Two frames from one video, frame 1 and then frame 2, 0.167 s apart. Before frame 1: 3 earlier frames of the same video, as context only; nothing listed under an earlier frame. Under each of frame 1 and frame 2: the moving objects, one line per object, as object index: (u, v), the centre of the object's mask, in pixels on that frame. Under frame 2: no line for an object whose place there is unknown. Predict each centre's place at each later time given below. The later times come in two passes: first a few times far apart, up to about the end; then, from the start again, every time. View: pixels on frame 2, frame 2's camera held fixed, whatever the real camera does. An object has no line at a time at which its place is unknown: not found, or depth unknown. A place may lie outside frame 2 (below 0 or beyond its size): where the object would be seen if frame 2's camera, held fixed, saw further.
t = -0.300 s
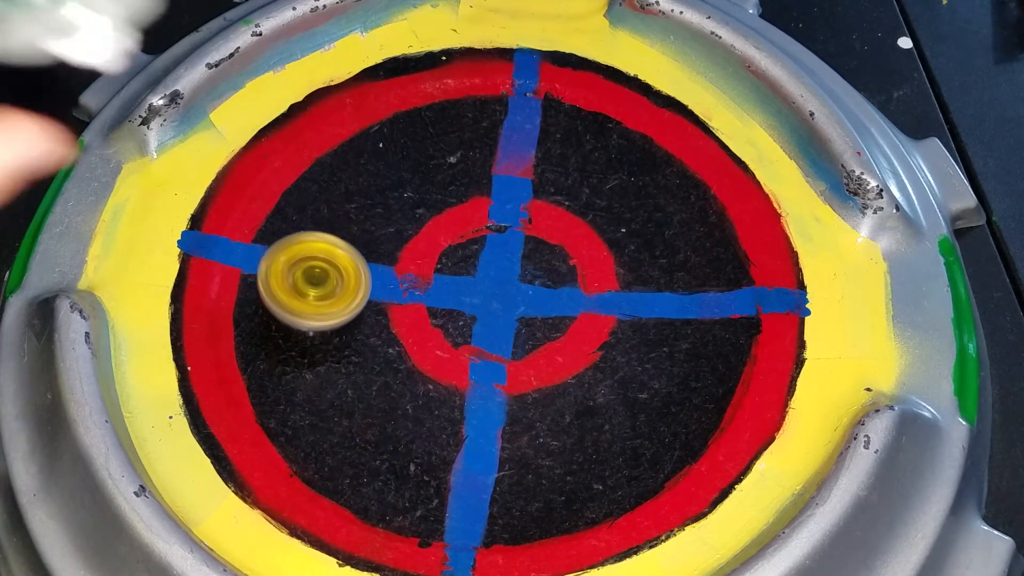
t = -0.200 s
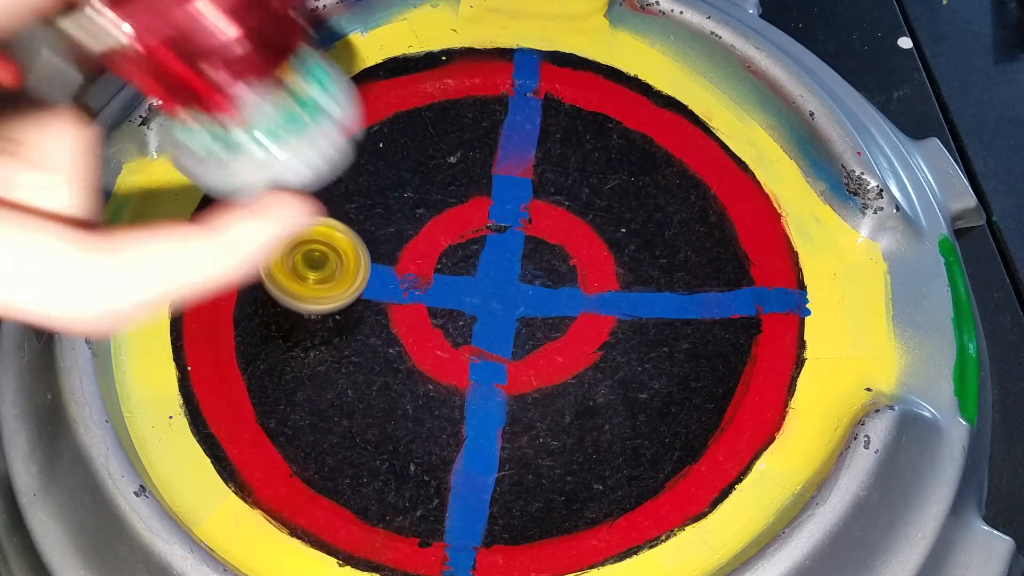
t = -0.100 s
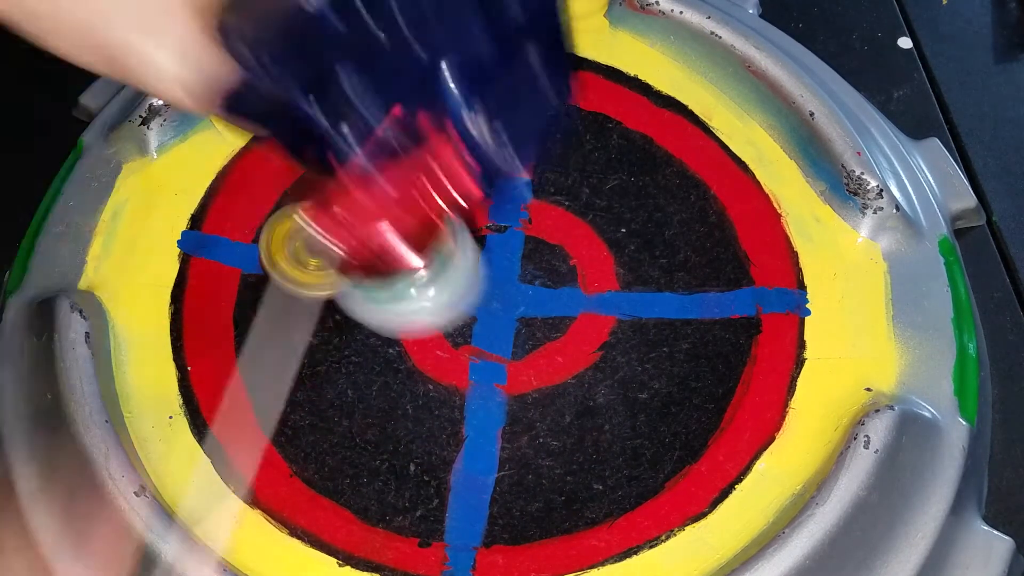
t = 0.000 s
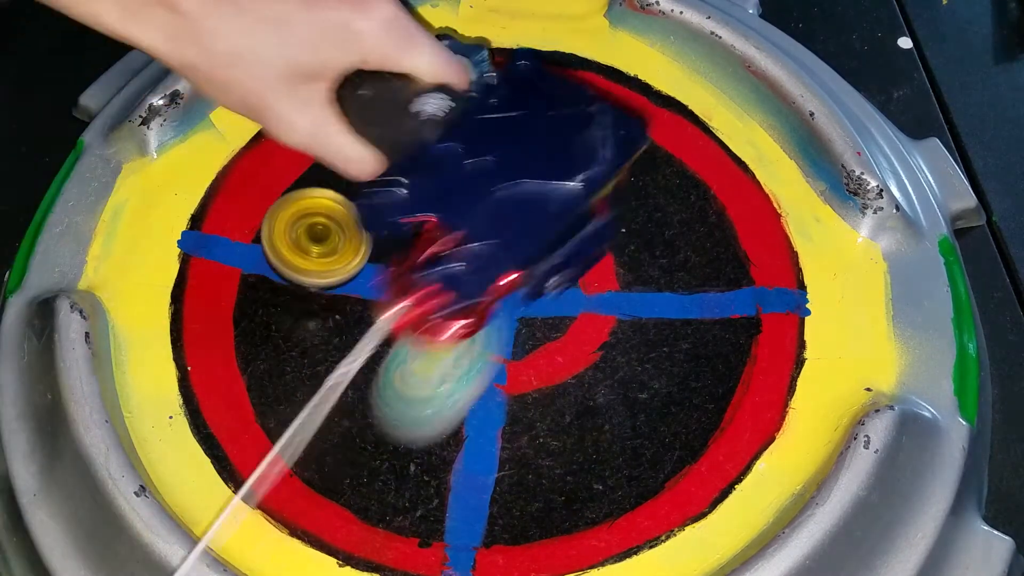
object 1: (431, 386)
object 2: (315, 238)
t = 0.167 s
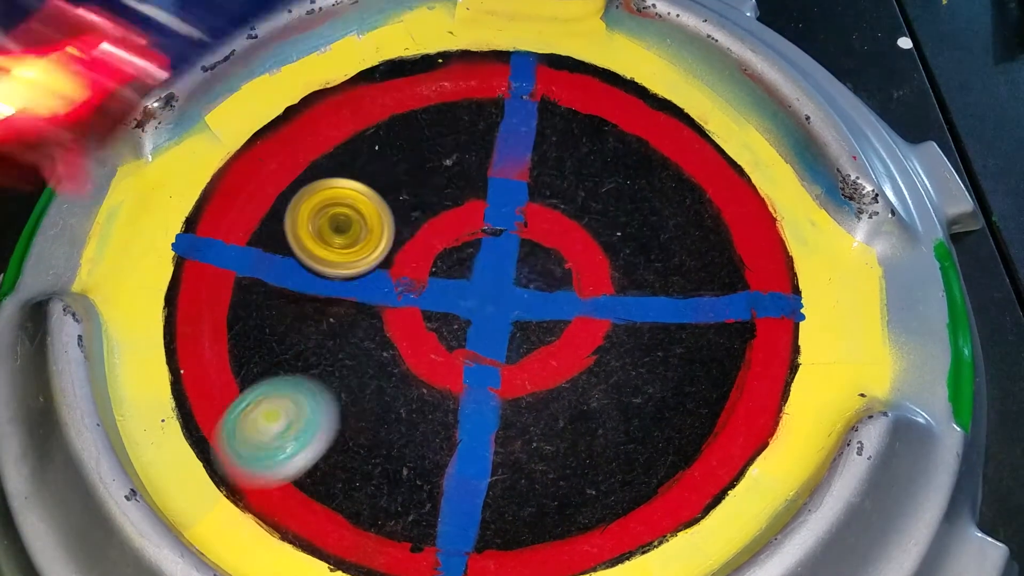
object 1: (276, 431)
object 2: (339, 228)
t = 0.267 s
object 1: (390, 359)
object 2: (358, 219)
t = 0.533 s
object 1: (544, 256)
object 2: (413, 199)
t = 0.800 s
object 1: (480, 315)
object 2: (406, 169)
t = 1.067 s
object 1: (495, 319)
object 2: (452, 191)
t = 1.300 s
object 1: (451, 388)
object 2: (501, 151)
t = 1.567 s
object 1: (483, 501)
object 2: (485, 102)
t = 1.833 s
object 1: (557, 359)
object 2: (470, 164)
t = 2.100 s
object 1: (462, 324)
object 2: (475, 193)
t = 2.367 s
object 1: (378, 382)
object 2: (502, 232)
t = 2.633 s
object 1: (414, 401)
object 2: (511, 287)
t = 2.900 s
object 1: (372, 359)
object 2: (567, 288)
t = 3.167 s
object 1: (360, 341)
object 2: (566, 301)
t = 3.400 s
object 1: (381, 311)
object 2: (536, 316)
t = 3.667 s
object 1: (385, 269)
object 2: (496, 338)
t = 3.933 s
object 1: (407, 243)
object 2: (461, 347)
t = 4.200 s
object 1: (424, 233)
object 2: (413, 349)
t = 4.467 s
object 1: (423, 230)
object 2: (376, 348)
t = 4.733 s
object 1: (464, 273)
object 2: (359, 339)
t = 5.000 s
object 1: (535, 277)
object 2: (366, 314)
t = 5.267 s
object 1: (536, 255)
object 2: (392, 286)
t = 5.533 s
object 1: (514, 270)
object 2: (408, 263)
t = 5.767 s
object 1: (617, 291)
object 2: (325, 255)
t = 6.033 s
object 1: (555, 278)
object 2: (338, 282)
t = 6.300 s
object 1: (489, 326)
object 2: (378, 301)
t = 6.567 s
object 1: (538, 372)
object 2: (416, 294)
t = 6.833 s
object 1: (741, 421)
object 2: (311, 202)
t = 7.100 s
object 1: (644, 312)
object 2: (313, 246)
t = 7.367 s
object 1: (465, 278)
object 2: (352, 291)
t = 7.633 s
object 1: (511, 273)
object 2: (313, 350)
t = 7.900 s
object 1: (424, 280)
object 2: (402, 382)
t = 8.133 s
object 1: (379, 277)
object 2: (479, 407)
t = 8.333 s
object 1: (368, 303)
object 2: (535, 398)
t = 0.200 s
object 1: (314, 400)
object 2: (345, 226)
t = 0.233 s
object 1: (353, 381)
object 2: (351, 222)
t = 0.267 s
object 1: (390, 359)
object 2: (358, 219)
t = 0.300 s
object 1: (428, 335)
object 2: (364, 216)
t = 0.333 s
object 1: (458, 311)
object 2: (369, 214)
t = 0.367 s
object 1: (485, 298)
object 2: (376, 211)
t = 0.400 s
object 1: (506, 280)
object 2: (383, 209)
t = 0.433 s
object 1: (523, 270)
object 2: (389, 206)
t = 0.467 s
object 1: (535, 263)
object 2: (396, 204)
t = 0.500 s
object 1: (543, 259)
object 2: (404, 201)
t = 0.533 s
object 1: (544, 256)
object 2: (413, 199)
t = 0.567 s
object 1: (537, 254)
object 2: (420, 197)
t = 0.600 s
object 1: (523, 253)
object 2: (423, 198)
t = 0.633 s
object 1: (511, 257)
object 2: (421, 194)
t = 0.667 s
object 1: (508, 274)
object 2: (408, 183)
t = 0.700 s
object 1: (499, 288)
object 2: (402, 174)
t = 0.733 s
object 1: (489, 299)
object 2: (400, 171)
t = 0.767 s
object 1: (482, 306)
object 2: (402, 170)
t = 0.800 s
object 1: (480, 315)
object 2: (406, 169)
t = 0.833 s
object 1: (482, 323)
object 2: (410, 171)
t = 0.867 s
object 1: (487, 326)
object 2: (415, 174)
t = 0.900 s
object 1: (492, 327)
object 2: (420, 177)
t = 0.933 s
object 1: (495, 326)
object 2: (426, 179)
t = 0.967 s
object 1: (497, 325)
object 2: (432, 181)
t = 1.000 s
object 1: (497, 323)
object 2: (438, 185)
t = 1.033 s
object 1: (496, 321)
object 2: (445, 189)
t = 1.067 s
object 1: (495, 319)
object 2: (452, 191)
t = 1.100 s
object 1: (493, 314)
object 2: (459, 192)
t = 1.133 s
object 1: (491, 308)
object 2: (467, 191)
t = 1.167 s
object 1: (489, 304)
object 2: (475, 193)
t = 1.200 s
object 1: (486, 301)
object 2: (481, 197)
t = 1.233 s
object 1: (483, 299)
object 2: (485, 202)
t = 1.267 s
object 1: (471, 330)
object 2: (491, 184)
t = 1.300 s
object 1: (451, 388)
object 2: (501, 151)
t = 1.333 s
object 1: (432, 436)
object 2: (510, 127)
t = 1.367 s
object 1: (418, 472)
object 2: (515, 107)
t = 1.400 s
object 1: (409, 498)
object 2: (514, 98)
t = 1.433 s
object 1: (407, 513)
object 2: (510, 94)
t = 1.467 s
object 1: (417, 518)
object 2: (504, 93)
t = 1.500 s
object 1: (436, 516)
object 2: (498, 94)
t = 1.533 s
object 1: (459, 509)
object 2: (491, 97)
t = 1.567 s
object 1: (483, 501)
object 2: (485, 102)
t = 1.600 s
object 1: (506, 490)
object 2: (479, 107)
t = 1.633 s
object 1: (526, 477)
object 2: (475, 114)
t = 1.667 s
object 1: (542, 461)
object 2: (471, 120)
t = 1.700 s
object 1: (553, 442)
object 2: (469, 128)
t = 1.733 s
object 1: (559, 422)
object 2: (468, 137)
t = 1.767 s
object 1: (562, 402)
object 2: (468, 145)
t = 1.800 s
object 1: (561, 380)
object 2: (468, 154)
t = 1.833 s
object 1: (557, 359)
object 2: (470, 164)
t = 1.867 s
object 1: (549, 339)
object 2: (471, 174)
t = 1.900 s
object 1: (537, 320)
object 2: (473, 183)
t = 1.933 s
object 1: (524, 305)
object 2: (475, 192)
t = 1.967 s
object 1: (509, 296)
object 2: (477, 201)
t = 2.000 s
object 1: (498, 313)
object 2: (475, 188)
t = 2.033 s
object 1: (485, 323)
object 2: (475, 183)
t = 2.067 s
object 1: (472, 326)
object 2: (476, 184)
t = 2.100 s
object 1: (462, 324)
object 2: (475, 193)
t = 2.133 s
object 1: (451, 323)
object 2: (474, 203)
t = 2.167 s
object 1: (440, 322)
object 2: (474, 213)
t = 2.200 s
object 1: (433, 322)
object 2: (474, 223)
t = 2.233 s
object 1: (428, 322)
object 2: (475, 233)
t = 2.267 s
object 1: (409, 343)
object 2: (484, 227)
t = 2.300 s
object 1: (394, 362)
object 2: (493, 224)
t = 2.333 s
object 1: (383, 374)
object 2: (498, 226)
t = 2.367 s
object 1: (378, 382)
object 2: (502, 232)
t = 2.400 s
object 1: (376, 390)
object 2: (505, 239)
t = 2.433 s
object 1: (377, 396)
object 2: (506, 247)
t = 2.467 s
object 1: (379, 400)
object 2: (506, 256)
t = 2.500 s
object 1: (383, 404)
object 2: (508, 263)
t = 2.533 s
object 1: (390, 406)
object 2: (509, 269)
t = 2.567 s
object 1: (398, 406)
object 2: (510, 275)
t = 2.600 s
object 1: (406, 404)
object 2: (510, 282)
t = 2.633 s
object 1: (414, 401)
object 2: (511, 287)
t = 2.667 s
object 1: (421, 394)
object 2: (513, 292)
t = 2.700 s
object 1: (427, 386)
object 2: (515, 298)
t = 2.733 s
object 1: (431, 377)
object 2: (519, 301)
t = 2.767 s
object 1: (432, 367)
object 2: (521, 304)
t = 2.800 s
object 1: (409, 370)
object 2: (539, 297)
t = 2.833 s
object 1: (390, 368)
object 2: (553, 291)
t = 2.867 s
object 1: (379, 364)
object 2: (563, 288)
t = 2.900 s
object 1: (372, 359)
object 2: (567, 288)
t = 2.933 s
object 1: (366, 355)
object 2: (569, 288)
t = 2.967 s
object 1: (363, 352)
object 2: (569, 289)
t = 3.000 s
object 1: (361, 350)
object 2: (570, 290)
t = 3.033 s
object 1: (360, 348)
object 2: (571, 291)
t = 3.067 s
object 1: (359, 347)
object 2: (571, 292)
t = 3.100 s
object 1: (358, 346)
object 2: (571, 295)
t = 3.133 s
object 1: (359, 344)
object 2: (569, 299)
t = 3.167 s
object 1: (360, 341)
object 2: (566, 301)
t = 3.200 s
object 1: (360, 339)
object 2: (562, 302)
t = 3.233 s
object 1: (362, 335)
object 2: (557, 304)
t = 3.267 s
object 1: (365, 331)
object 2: (551, 306)
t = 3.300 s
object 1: (369, 328)
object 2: (547, 308)
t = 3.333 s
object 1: (373, 324)
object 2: (543, 311)
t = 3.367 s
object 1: (377, 318)
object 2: (539, 313)
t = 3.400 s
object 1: (381, 311)
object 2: (536, 316)
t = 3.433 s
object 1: (386, 305)
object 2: (533, 319)
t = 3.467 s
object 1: (390, 298)
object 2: (528, 321)
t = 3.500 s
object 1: (392, 291)
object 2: (522, 323)
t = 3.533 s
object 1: (393, 285)
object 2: (515, 325)
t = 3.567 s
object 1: (393, 280)
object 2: (510, 328)
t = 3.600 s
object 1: (391, 276)
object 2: (506, 331)
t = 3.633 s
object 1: (387, 272)
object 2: (500, 334)
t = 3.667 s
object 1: (385, 269)
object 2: (496, 338)
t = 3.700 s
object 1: (387, 266)
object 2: (492, 340)
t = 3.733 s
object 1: (390, 263)
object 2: (488, 341)
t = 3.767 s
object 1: (393, 261)
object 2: (484, 342)
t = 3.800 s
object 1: (393, 257)
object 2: (480, 344)
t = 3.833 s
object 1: (396, 253)
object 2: (475, 345)
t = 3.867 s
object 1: (400, 250)
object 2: (471, 346)
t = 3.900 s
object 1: (403, 247)
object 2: (466, 346)
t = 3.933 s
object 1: (407, 243)
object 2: (461, 347)
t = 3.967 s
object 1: (413, 238)
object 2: (455, 349)
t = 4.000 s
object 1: (417, 235)
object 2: (448, 349)
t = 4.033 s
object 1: (421, 233)
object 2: (443, 349)
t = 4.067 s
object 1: (424, 232)
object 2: (437, 349)
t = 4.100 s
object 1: (425, 230)
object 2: (432, 349)
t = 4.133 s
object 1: (424, 230)
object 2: (425, 349)
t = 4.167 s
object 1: (424, 232)
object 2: (419, 350)
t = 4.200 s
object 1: (424, 233)
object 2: (413, 349)
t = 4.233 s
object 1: (422, 233)
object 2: (409, 349)
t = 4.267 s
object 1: (422, 235)
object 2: (404, 348)
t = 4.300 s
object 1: (421, 234)
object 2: (399, 348)
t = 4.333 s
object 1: (422, 234)
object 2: (394, 348)
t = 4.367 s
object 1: (422, 233)
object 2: (389, 347)
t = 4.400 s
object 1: (423, 232)
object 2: (383, 347)
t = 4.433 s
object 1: (424, 233)
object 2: (379, 347)
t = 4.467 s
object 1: (423, 230)
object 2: (376, 348)
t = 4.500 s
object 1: (423, 231)
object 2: (372, 347)
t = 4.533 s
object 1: (425, 235)
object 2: (368, 346)
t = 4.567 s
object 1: (433, 239)
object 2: (365, 345)
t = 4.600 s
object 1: (440, 243)
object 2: (363, 344)
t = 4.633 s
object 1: (446, 248)
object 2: (362, 343)
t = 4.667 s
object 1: (452, 256)
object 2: (361, 343)
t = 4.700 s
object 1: (457, 265)
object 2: (359, 341)
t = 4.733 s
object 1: (464, 273)
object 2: (359, 339)
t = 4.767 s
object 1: (473, 280)
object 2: (358, 336)
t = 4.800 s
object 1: (483, 285)
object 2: (358, 333)
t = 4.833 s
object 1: (493, 289)
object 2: (359, 331)
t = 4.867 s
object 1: (504, 290)
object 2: (360, 327)
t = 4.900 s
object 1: (513, 288)
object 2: (361, 324)
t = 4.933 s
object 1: (521, 285)
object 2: (361, 321)
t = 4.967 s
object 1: (529, 281)
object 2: (363, 317)
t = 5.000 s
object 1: (535, 277)
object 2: (366, 314)
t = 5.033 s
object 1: (539, 272)
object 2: (370, 310)
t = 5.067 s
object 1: (543, 270)
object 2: (374, 306)
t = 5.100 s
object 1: (545, 267)
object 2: (376, 303)
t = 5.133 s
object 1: (546, 263)
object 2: (380, 299)
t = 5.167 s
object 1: (545, 260)
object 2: (383, 296)
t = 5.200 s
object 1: (544, 258)
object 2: (386, 293)
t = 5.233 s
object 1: (540, 256)
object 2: (389, 289)
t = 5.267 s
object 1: (536, 255)
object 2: (392, 286)
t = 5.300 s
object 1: (532, 255)
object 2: (394, 283)
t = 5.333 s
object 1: (526, 257)
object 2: (396, 279)
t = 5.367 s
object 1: (522, 259)
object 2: (398, 276)
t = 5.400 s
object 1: (519, 259)
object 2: (401, 273)
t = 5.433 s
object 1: (513, 259)
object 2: (405, 270)
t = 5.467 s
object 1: (509, 261)
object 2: (405, 266)
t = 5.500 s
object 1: (514, 265)
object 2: (405, 263)
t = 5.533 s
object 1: (514, 270)
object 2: (408, 263)
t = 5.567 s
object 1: (533, 275)
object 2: (392, 257)
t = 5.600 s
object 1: (564, 283)
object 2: (367, 251)
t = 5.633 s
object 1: (589, 291)
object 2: (349, 248)
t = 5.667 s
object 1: (605, 296)
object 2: (338, 249)
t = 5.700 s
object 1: (613, 297)
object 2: (331, 250)
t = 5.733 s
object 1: (616, 295)
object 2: (328, 252)
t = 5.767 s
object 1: (617, 291)
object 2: (325, 255)
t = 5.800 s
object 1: (616, 286)
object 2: (324, 258)
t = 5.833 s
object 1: (613, 283)
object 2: (323, 261)
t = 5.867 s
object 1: (609, 281)
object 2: (322, 263)
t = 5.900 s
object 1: (604, 278)
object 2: (323, 267)
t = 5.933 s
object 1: (596, 276)
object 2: (325, 270)
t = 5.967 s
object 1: (584, 275)
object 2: (329, 275)
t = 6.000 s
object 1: (570, 276)
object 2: (333, 278)
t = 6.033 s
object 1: (555, 278)
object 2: (338, 282)
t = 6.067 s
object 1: (540, 281)
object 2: (344, 285)
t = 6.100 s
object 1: (526, 284)
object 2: (349, 288)
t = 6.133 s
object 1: (512, 288)
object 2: (355, 292)
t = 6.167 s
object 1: (497, 294)
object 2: (362, 294)
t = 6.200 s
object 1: (484, 301)
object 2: (370, 297)
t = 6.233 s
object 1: (484, 310)
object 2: (371, 298)
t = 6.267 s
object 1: (488, 319)
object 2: (371, 299)
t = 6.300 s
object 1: (489, 326)
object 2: (378, 301)
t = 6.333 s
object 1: (490, 332)
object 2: (385, 303)
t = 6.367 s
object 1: (500, 340)
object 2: (386, 303)
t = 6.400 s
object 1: (511, 347)
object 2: (388, 302)
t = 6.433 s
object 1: (518, 355)
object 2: (399, 303)
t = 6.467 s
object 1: (519, 356)
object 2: (406, 305)
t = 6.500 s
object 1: (518, 357)
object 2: (413, 305)
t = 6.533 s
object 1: (516, 358)
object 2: (420, 305)
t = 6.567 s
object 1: (538, 372)
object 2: (416, 294)
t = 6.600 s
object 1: (594, 404)
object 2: (384, 265)
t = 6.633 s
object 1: (642, 428)
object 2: (358, 239)
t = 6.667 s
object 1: (684, 442)
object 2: (340, 219)
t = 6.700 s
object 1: (709, 438)
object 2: (328, 205)
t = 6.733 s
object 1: (728, 438)
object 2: (321, 196)
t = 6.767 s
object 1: (738, 433)
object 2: (317, 195)
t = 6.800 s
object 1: (742, 428)
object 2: (314, 197)
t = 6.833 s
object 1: (741, 421)
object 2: (311, 202)
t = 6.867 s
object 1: (737, 415)
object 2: (309, 207)
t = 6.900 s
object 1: (733, 407)
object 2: (308, 212)
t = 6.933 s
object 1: (726, 395)
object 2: (307, 217)
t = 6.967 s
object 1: (712, 379)
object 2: (307, 223)
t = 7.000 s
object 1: (696, 358)
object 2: (308, 228)
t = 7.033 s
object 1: (681, 340)
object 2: (309, 234)
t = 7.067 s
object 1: (663, 324)
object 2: (311, 240)
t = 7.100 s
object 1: (644, 312)
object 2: (313, 246)
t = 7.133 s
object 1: (623, 302)
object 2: (316, 252)
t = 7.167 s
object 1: (601, 294)
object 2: (319, 257)
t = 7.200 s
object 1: (578, 287)
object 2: (322, 263)
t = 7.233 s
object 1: (554, 282)
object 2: (326, 268)
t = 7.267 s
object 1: (532, 278)
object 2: (331, 274)
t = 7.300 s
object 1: (510, 275)
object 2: (337, 280)
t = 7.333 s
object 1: (488, 275)
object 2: (344, 285)
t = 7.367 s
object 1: (465, 278)
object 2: (352, 291)
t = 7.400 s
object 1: (481, 277)
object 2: (328, 299)
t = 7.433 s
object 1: (509, 274)
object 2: (301, 307)
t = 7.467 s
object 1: (527, 272)
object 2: (285, 314)
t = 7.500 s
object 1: (536, 269)
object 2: (281, 321)
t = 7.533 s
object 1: (538, 268)
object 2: (286, 329)
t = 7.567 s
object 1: (533, 271)
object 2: (294, 336)
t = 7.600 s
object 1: (523, 274)
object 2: (303, 343)
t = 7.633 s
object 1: (511, 273)
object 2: (313, 350)
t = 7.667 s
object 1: (499, 270)
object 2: (325, 356)
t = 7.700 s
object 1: (486, 266)
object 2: (336, 361)
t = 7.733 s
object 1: (473, 263)
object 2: (346, 367)
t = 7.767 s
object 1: (461, 262)
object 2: (357, 371)
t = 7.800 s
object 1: (451, 263)
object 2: (369, 375)
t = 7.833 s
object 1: (441, 266)
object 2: (380, 377)
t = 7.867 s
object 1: (432, 272)
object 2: (391, 380)
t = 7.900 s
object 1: (424, 280)
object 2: (402, 382)
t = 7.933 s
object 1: (416, 287)
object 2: (412, 384)
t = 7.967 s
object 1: (408, 293)
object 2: (422, 385)
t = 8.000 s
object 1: (403, 296)
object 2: (433, 389)
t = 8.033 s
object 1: (397, 283)
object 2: (447, 401)
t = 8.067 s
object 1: (391, 275)
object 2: (458, 407)
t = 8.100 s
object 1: (385, 272)
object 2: (468, 407)
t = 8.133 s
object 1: (379, 277)
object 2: (479, 407)
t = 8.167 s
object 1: (372, 281)
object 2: (489, 406)
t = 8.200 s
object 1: (367, 286)
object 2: (499, 405)
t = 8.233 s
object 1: (365, 290)
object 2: (509, 404)
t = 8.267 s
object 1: (364, 295)
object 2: (519, 402)
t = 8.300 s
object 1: (365, 299)
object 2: (527, 400)
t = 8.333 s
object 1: (368, 303)
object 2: (535, 398)
